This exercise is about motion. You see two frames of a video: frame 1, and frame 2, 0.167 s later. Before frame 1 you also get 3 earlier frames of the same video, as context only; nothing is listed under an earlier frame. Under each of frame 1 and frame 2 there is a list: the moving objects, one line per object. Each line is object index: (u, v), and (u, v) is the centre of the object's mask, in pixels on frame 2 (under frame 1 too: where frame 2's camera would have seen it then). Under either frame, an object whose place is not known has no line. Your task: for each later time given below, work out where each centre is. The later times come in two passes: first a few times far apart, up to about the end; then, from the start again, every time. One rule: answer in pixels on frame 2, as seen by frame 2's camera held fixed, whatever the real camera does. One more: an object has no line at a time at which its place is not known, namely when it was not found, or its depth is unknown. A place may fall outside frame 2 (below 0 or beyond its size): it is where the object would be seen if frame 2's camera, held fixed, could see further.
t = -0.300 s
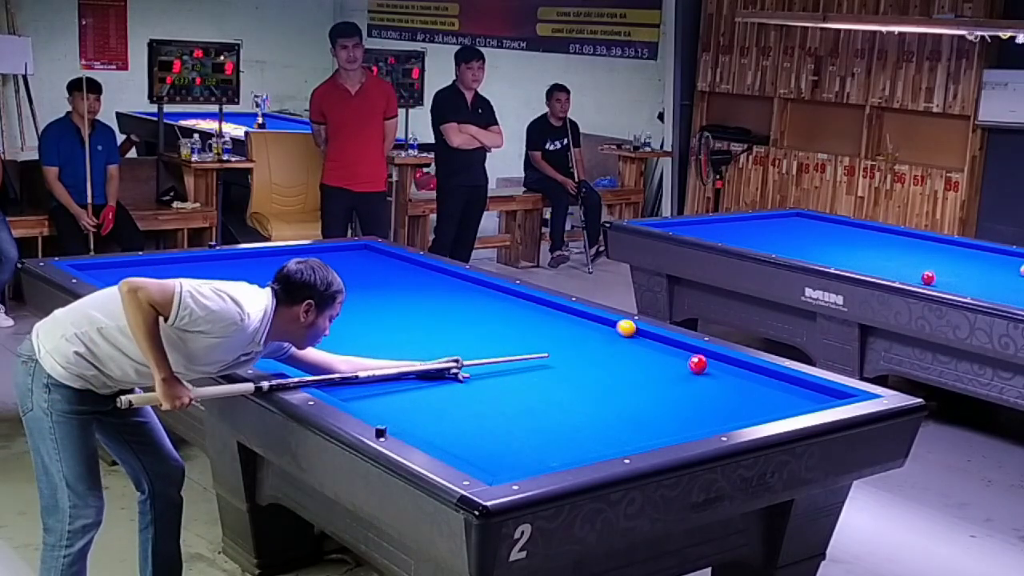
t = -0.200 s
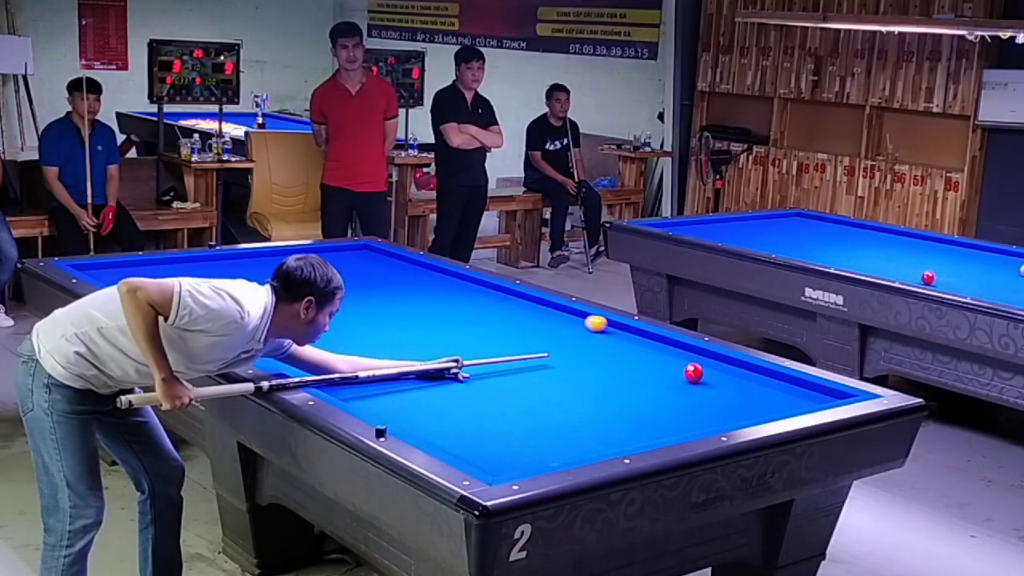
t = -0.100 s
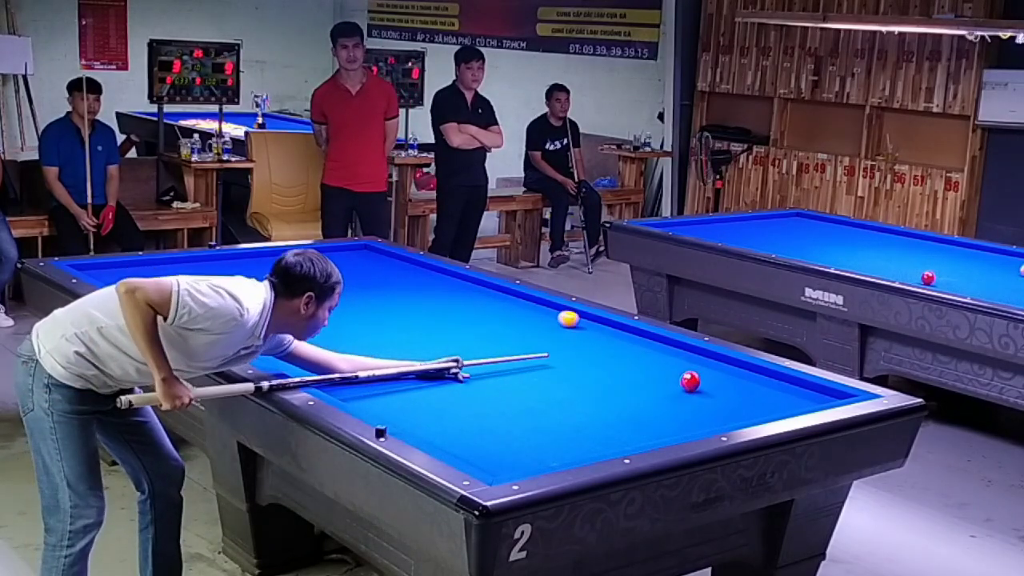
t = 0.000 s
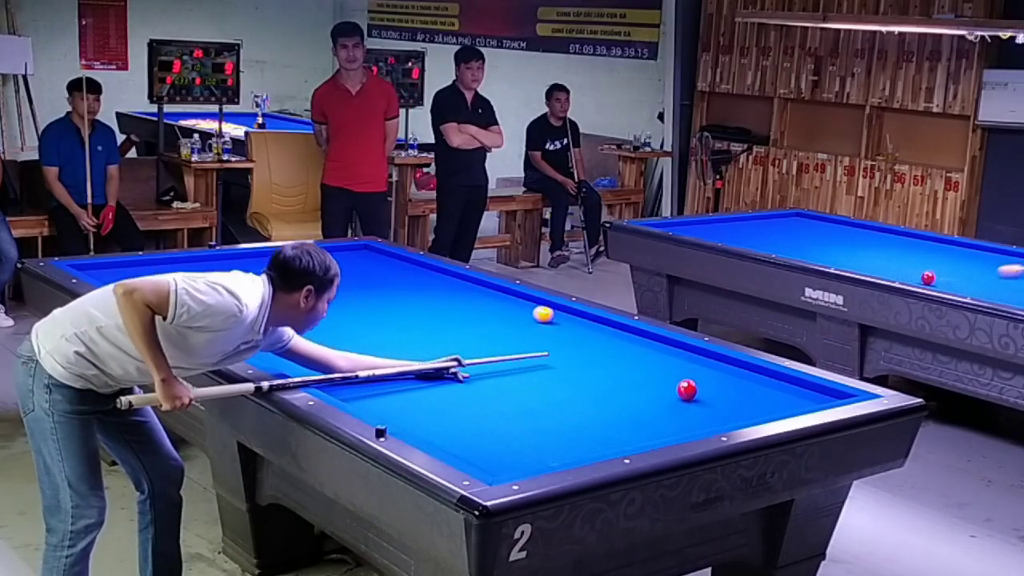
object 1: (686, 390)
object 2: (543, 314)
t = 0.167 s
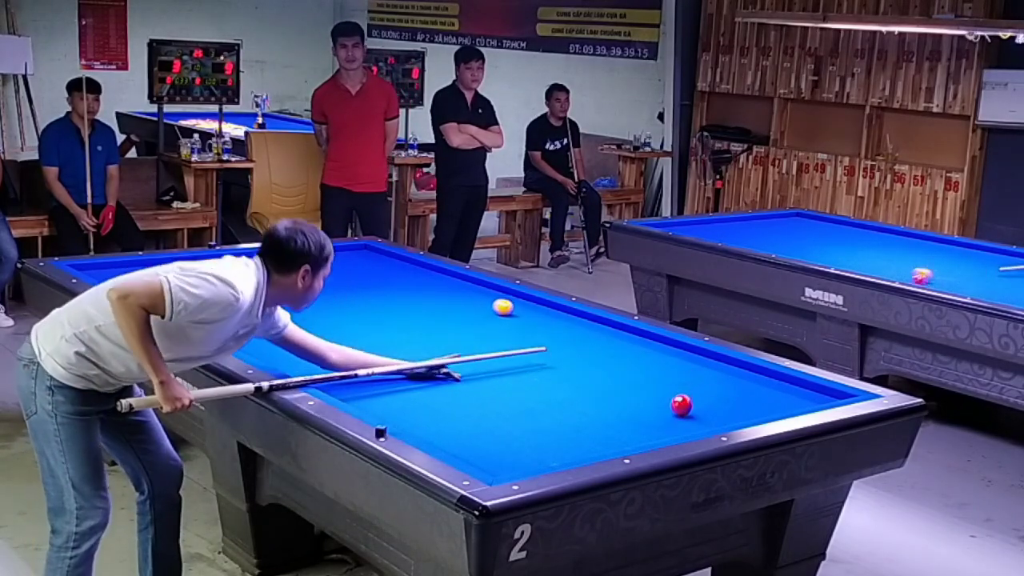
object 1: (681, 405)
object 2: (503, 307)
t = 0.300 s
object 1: (676, 418)
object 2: (471, 301)
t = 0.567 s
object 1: (638, 434)
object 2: (413, 290)
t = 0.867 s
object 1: (550, 437)
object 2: (351, 279)
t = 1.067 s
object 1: (490, 439)
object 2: (312, 272)
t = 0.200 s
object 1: (680, 408)
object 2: (495, 305)
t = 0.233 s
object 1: (679, 411)
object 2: (487, 304)
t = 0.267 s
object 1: (677, 415)
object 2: (479, 303)
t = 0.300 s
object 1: (676, 418)
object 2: (471, 301)
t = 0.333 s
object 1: (675, 422)
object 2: (464, 300)
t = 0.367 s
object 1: (674, 425)
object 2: (457, 298)
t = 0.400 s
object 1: (672, 427)
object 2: (449, 297)
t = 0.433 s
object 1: (671, 429)
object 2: (442, 296)
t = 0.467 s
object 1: (668, 431)
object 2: (435, 295)
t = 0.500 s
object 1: (659, 432)
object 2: (427, 293)
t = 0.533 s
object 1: (648, 433)
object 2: (420, 292)
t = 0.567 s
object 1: (638, 434)
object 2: (413, 290)
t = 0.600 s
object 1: (628, 435)
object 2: (406, 289)
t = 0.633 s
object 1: (618, 436)
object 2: (399, 288)
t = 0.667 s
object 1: (608, 436)
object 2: (392, 287)
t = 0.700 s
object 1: (598, 436)
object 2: (384, 285)
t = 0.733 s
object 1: (589, 436)
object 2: (377, 284)
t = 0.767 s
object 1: (579, 436)
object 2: (371, 283)
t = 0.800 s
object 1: (569, 437)
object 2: (364, 281)
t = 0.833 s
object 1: (559, 437)
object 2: (357, 280)
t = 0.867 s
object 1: (550, 437)
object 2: (351, 279)
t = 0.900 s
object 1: (540, 438)
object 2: (344, 278)
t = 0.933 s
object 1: (530, 438)
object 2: (337, 277)
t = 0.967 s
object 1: (520, 438)
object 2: (331, 275)
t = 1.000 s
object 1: (510, 438)
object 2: (324, 274)
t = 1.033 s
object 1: (500, 439)
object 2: (318, 273)
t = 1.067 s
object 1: (490, 439)
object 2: (312, 272)
